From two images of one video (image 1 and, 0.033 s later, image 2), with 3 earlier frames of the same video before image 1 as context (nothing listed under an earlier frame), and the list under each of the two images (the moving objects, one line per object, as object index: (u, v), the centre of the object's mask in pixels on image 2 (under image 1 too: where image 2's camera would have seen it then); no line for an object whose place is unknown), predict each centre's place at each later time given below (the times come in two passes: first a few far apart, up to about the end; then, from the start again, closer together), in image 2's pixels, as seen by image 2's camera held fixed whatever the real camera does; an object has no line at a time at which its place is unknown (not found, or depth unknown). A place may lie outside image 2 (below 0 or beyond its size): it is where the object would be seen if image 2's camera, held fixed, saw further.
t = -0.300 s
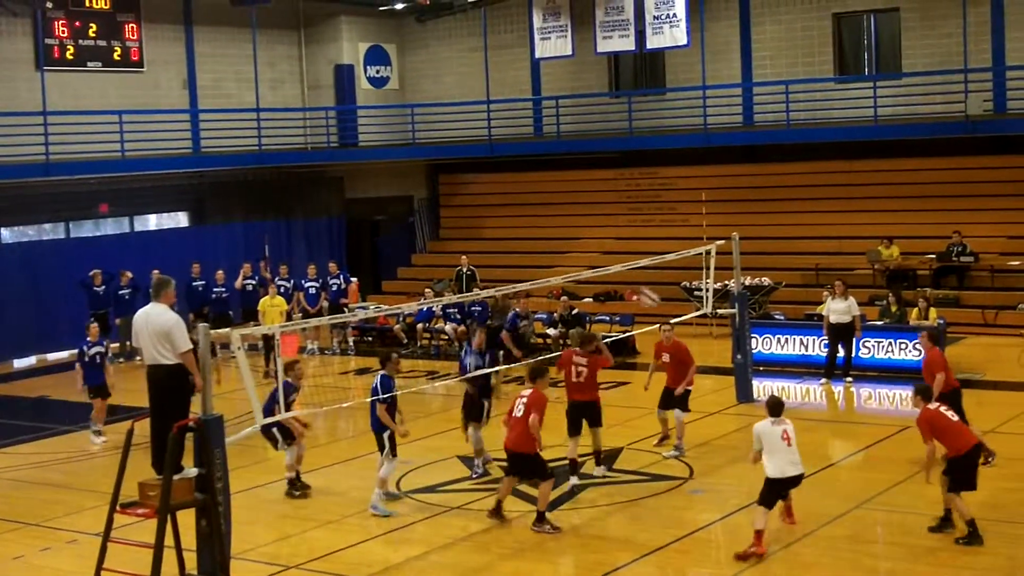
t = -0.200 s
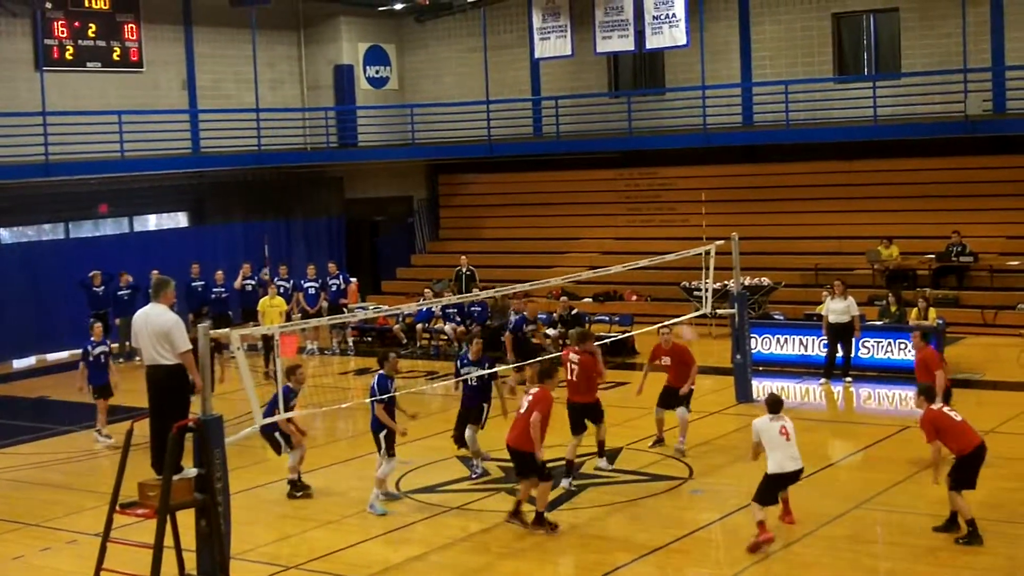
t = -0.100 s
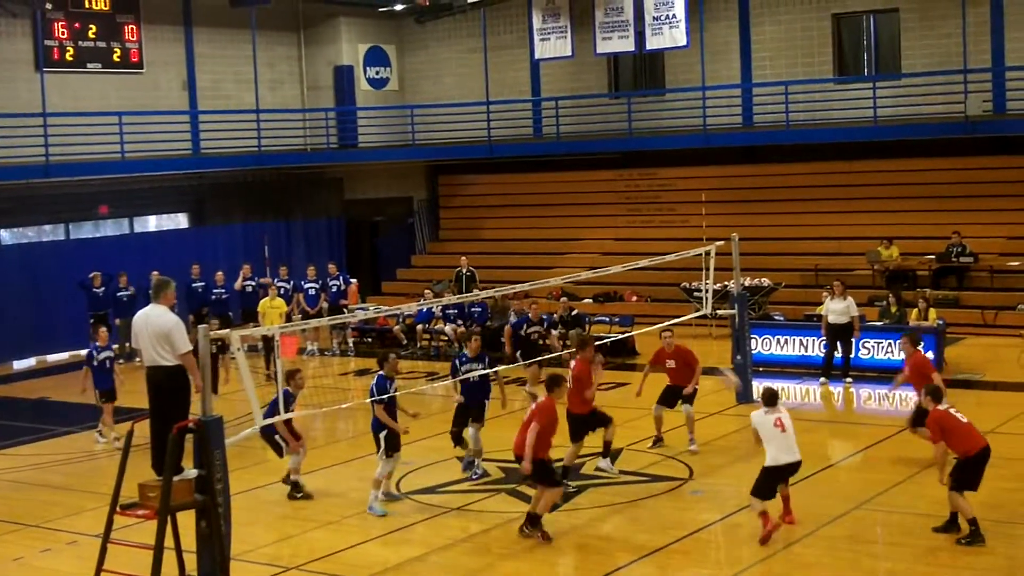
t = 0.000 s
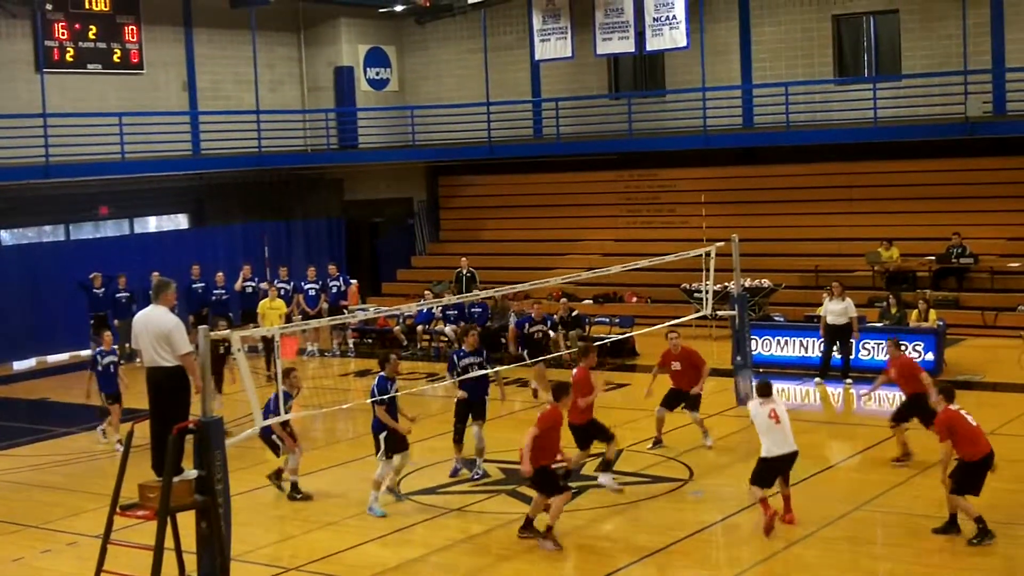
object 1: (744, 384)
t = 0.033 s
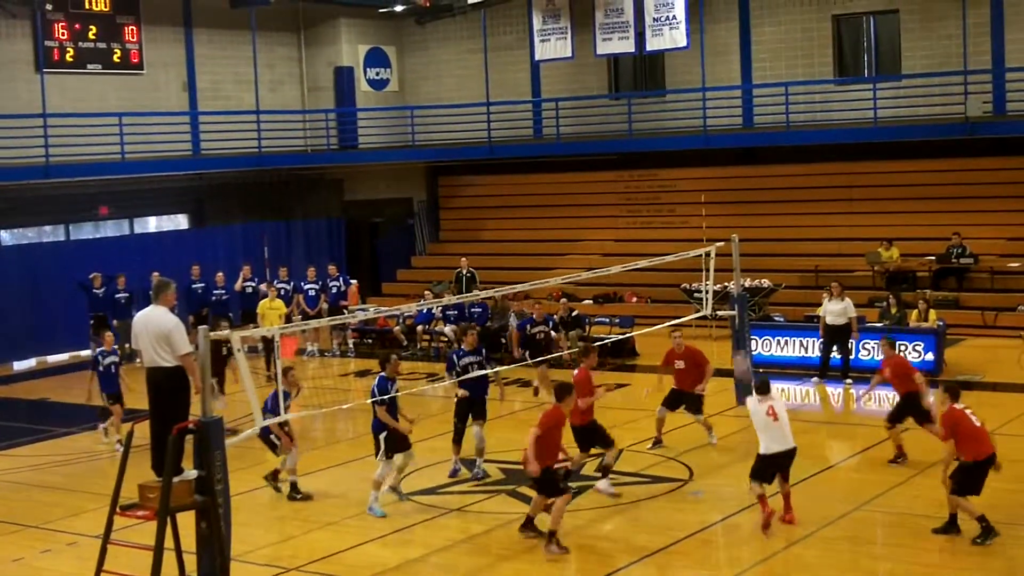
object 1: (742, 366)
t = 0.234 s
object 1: (711, 259)
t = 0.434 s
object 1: (681, 192)
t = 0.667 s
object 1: (651, 162)
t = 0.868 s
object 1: (628, 171)
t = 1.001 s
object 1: (614, 195)
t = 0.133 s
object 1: (726, 306)
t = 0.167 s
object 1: (719, 289)
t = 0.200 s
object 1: (716, 272)
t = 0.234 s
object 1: (711, 259)
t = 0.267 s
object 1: (705, 244)
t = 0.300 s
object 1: (700, 232)
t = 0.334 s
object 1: (695, 221)
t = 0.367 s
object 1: (690, 210)
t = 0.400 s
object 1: (685, 199)
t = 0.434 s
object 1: (681, 192)
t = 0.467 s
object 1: (676, 185)
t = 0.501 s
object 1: (672, 179)
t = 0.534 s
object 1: (668, 173)
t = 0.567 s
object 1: (663, 169)
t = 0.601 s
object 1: (659, 165)
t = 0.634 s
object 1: (655, 162)
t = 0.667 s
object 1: (651, 162)
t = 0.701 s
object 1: (648, 161)
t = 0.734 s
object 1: (644, 160)
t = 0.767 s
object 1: (640, 161)
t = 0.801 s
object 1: (636, 163)
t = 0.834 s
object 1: (632, 167)
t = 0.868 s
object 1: (628, 171)
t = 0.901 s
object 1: (625, 175)
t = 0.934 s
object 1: (620, 181)
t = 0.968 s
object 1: (617, 188)
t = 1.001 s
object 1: (614, 195)
